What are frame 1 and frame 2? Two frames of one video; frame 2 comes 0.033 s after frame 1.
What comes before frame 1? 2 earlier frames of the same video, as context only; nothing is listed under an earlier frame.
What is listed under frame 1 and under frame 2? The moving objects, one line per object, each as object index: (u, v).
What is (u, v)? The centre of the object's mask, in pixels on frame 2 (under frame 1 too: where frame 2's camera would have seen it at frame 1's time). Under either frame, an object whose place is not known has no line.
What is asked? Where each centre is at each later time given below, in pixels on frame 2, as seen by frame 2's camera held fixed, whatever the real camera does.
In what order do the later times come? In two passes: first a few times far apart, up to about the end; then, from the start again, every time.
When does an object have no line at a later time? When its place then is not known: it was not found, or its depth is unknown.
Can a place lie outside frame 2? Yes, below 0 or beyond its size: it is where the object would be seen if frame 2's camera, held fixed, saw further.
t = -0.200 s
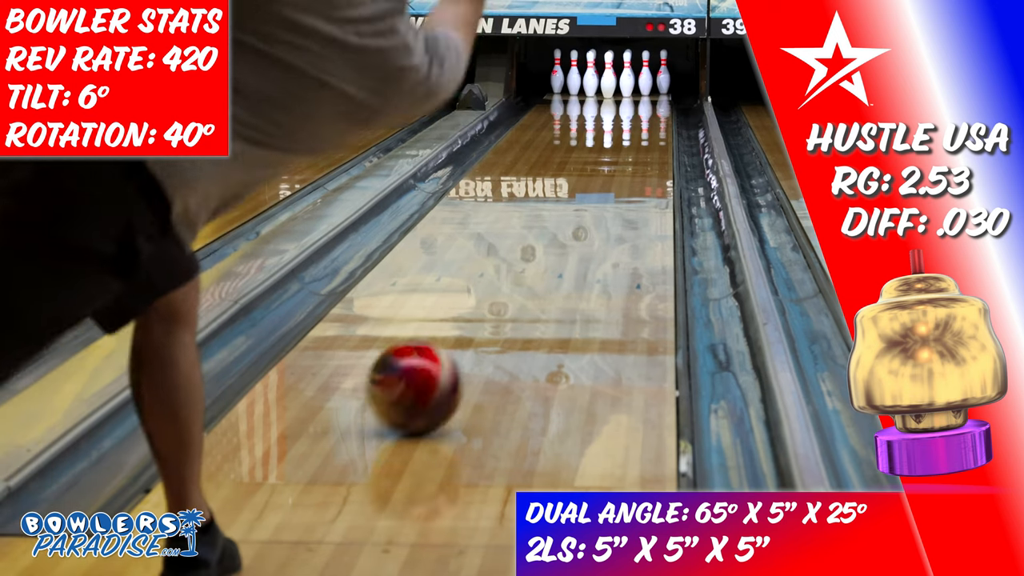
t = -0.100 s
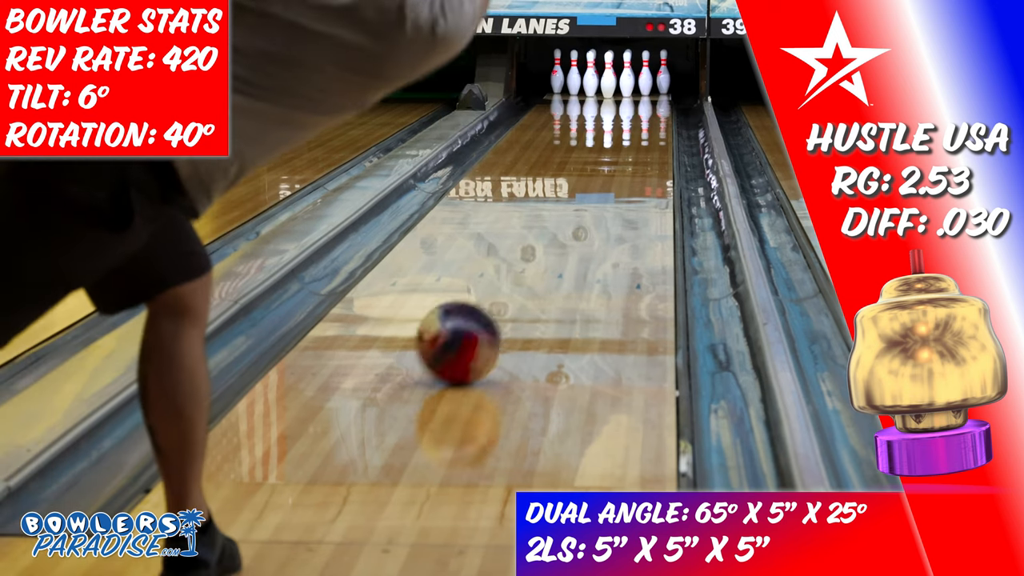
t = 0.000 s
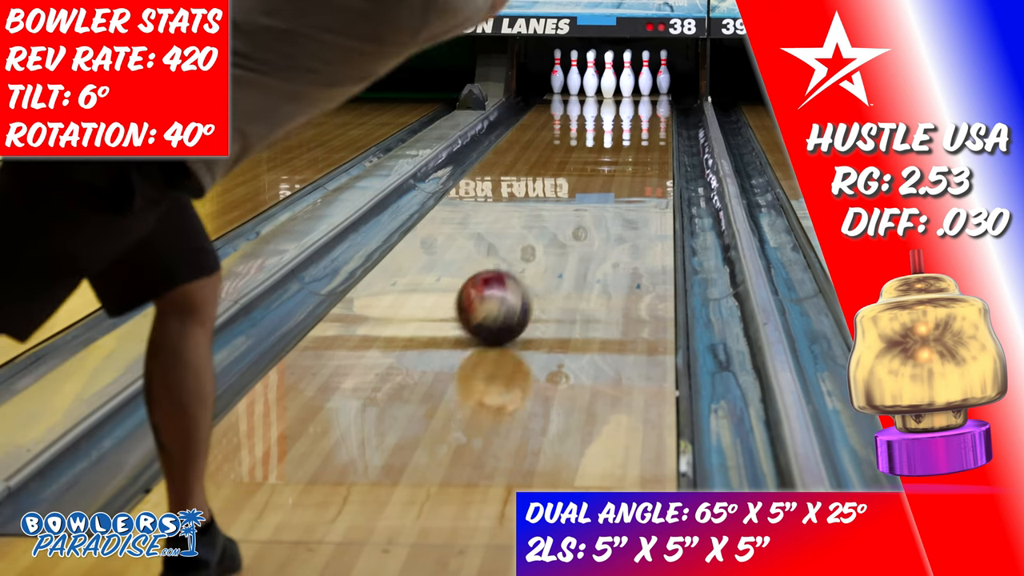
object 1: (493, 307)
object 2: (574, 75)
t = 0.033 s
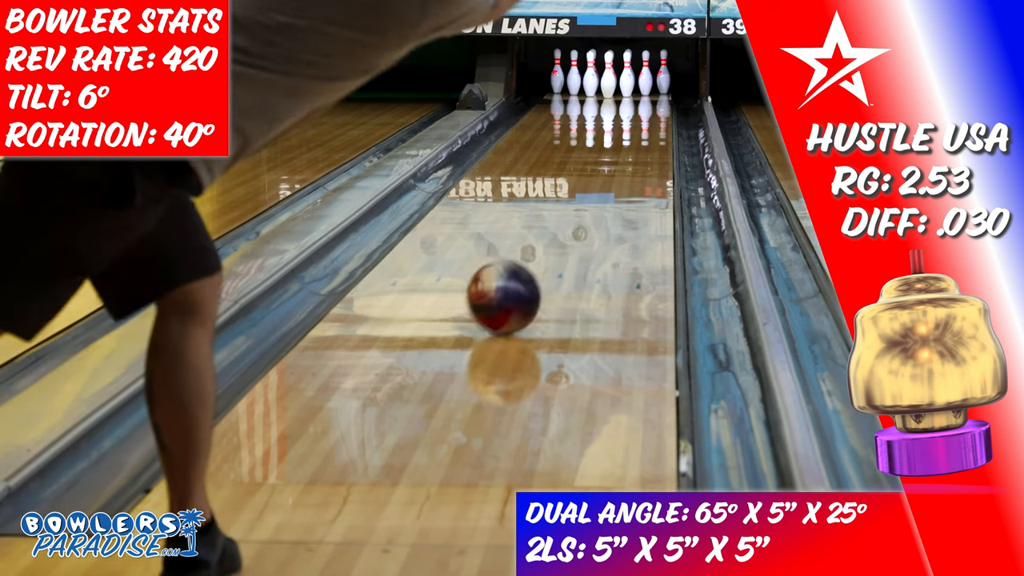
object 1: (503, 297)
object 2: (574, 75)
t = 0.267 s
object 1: (558, 238)
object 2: (574, 75)
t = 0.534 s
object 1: (600, 193)
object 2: (574, 75)
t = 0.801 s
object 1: (628, 161)
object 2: (574, 75)
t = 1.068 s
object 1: (645, 137)
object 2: (574, 75)
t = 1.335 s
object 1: (654, 119)
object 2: (574, 75)
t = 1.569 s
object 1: (653, 107)
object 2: (574, 75)
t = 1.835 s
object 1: (641, 95)
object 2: (574, 75)
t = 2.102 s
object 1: (619, 86)
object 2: (574, 75)
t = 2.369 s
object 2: (548, 84)
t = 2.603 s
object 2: (541, 73)
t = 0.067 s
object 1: (513, 287)
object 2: (574, 75)
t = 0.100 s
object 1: (521, 277)
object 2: (574, 75)
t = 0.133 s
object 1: (530, 269)
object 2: (574, 75)
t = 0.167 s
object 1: (538, 260)
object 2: (574, 69)
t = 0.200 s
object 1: (545, 253)
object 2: (574, 75)
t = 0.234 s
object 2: (574, 75)
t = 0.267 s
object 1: (558, 238)
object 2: (574, 75)
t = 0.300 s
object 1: (565, 232)
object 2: (574, 75)
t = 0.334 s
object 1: (571, 226)
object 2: (574, 75)
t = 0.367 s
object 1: (576, 219)
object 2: (574, 75)
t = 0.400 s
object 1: (582, 213)
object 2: (574, 75)
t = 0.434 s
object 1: (586, 208)
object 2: (574, 75)
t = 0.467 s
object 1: (591, 203)
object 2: (574, 75)
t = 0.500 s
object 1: (595, 198)
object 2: (574, 75)
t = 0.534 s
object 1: (600, 193)
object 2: (574, 75)
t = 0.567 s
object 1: (604, 188)
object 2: (574, 75)
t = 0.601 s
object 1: (608, 184)
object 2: (574, 75)
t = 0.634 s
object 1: (612, 180)
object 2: (574, 75)
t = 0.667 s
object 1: (615, 175)
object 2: (574, 75)
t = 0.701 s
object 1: (618, 171)
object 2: (574, 75)
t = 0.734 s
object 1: (621, 168)
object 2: (574, 75)
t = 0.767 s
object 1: (625, 164)
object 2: (574, 75)
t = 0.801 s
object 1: (628, 161)
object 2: (574, 75)
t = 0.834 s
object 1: (630, 158)
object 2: (574, 75)
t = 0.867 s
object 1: (632, 154)
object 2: (574, 75)
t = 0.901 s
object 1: (635, 151)
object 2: (574, 75)
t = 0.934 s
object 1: (638, 148)
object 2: (574, 75)
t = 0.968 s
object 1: (640, 146)
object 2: (574, 75)
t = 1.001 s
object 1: (641, 142)
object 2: (574, 75)
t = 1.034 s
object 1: (643, 140)
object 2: (574, 75)
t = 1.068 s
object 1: (645, 137)
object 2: (574, 75)
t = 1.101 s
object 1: (647, 135)
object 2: (574, 75)
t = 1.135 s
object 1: (649, 132)
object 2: (574, 75)
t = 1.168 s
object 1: (649, 130)
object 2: (574, 75)
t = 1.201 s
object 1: (651, 128)
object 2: (574, 75)
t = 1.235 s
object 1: (652, 126)
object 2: (574, 75)
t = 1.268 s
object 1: (653, 124)
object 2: (574, 75)
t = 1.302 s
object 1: (654, 121)
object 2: (574, 75)
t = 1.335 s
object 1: (654, 119)
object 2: (574, 75)
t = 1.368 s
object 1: (654, 118)
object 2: (574, 75)
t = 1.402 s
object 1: (655, 115)
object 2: (574, 75)
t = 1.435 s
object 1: (655, 114)
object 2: (574, 75)
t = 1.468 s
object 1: (655, 112)
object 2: (574, 75)
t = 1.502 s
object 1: (654, 110)
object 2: (574, 75)
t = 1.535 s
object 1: (654, 109)
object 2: (574, 75)
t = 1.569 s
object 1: (653, 107)
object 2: (574, 75)
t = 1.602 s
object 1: (652, 106)
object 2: (574, 75)
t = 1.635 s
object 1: (651, 104)
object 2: (574, 75)
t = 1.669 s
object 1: (650, 102)
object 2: (574, 75)
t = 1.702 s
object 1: (648, 101)
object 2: (574, 75)
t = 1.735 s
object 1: (646, 99)
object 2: (574, 75)
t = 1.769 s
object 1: (645, 98)
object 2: (574, 75)
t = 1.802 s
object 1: (643, 97)
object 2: (574, 75)
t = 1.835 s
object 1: (641, 95)
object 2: (574, 75)
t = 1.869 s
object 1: (638, 94)
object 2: (574, 75)
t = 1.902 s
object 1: (636, 93)
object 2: (574, 75)
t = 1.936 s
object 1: (633, 92)
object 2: (574, 75)
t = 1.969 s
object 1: (630, 91)
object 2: (574, 75)
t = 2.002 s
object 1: (628, 89)
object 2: (574, 75)
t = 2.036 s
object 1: (624, 89)
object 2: (574, 75)
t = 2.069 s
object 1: (622, 88)
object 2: (574, 75)
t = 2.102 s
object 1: (619, 86)
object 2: (574, 75)
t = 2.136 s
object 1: (618, 85)
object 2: (574, 75)
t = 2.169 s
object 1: (619, 85)
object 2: (572, 74)
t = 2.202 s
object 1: (618, 84)
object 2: (570, 70)
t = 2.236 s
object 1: (617, 84)
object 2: (572, 72)
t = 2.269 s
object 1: (617, 83)
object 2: (565, 80)
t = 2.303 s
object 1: (618, 83)
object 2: (561, 82)
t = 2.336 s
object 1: (617, 82)
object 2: (559, 84)
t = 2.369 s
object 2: (548, 84)
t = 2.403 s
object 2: (541, 82)
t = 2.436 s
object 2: (541, 80)
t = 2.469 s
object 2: (541, 76)
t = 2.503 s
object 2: (542, 74)
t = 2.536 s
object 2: (542, 73)
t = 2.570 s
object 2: (541, 72)
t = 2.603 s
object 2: (541, 73)
